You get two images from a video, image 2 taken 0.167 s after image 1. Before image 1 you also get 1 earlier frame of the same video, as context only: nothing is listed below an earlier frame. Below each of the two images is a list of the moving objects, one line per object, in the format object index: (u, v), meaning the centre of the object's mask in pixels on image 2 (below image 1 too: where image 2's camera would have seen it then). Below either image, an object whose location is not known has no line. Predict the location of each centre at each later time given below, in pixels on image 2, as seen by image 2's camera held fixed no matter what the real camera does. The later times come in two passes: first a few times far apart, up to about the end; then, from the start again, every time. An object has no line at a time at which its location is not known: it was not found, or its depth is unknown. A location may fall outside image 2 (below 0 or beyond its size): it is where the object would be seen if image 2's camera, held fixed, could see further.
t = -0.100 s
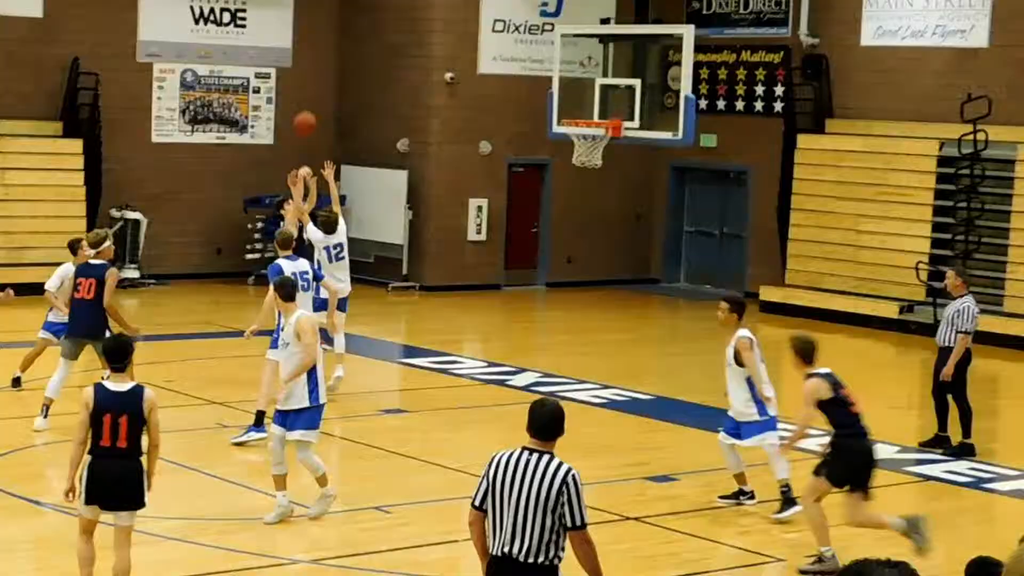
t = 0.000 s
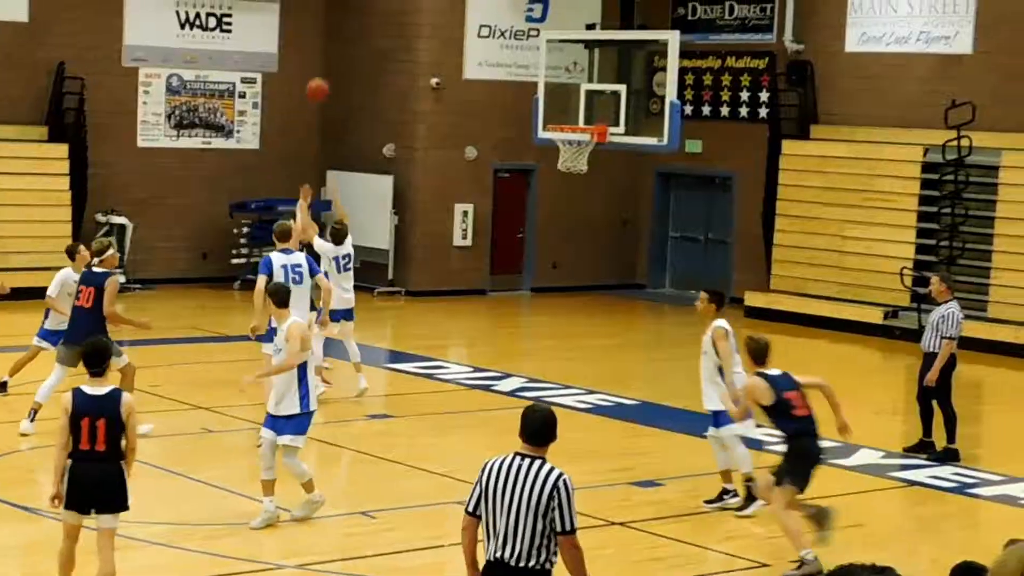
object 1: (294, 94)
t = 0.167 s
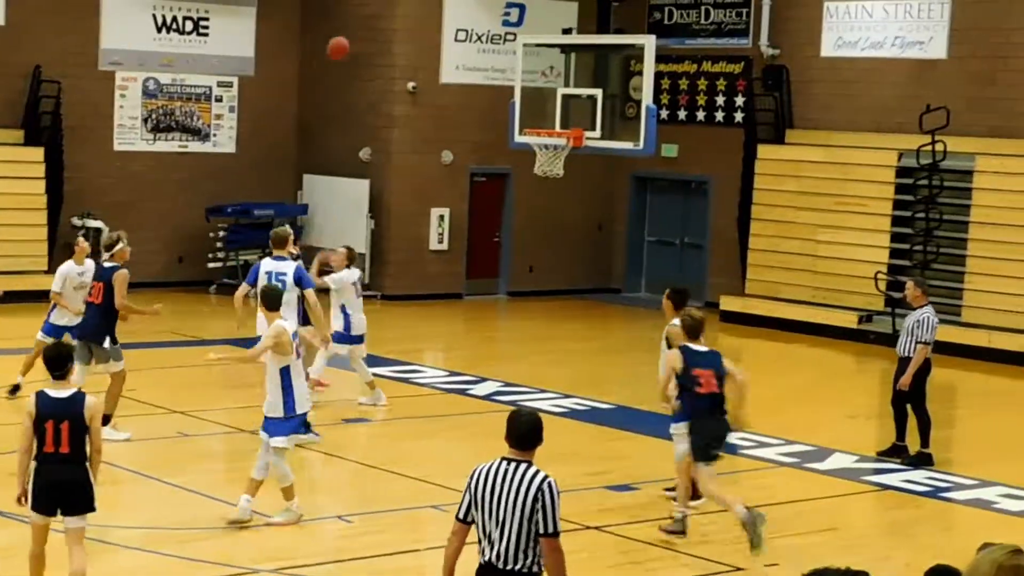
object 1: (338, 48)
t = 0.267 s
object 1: (364, 35)
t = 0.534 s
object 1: (436, 40)
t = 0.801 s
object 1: (505, 115)
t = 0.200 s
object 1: (346, 43)
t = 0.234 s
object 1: (355, 39)
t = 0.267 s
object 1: (364, 35)
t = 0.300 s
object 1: (374, 27)
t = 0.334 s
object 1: (383, 28)
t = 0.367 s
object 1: (392, 27)
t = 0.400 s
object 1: (400, 28)
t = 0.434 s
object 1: (409, 29)
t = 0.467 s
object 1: (416, 32)
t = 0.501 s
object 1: (427, 35)
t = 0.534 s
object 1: (436, 40)
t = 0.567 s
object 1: (444, 46)
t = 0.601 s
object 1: (453, 54)
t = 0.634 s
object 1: (462, 62)
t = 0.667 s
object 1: (470, 71)
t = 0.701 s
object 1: (480, 80)
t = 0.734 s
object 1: (488, 92)
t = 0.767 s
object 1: (498, 103)
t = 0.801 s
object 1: (505, 115)
